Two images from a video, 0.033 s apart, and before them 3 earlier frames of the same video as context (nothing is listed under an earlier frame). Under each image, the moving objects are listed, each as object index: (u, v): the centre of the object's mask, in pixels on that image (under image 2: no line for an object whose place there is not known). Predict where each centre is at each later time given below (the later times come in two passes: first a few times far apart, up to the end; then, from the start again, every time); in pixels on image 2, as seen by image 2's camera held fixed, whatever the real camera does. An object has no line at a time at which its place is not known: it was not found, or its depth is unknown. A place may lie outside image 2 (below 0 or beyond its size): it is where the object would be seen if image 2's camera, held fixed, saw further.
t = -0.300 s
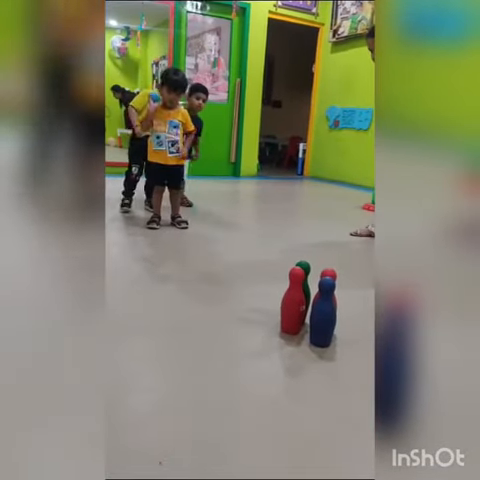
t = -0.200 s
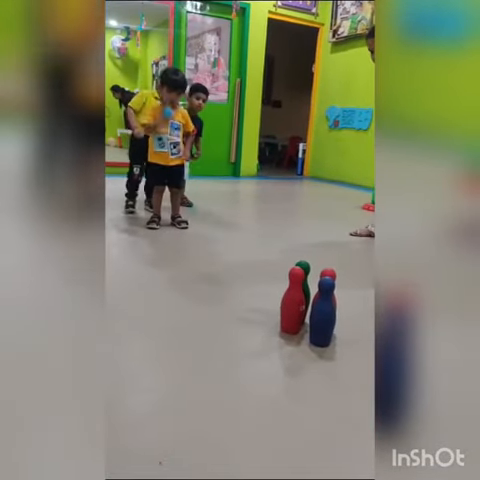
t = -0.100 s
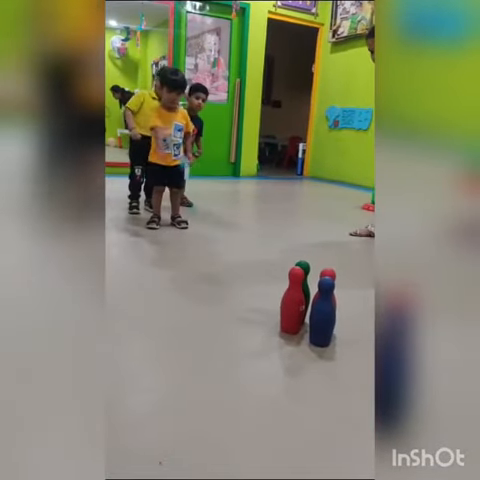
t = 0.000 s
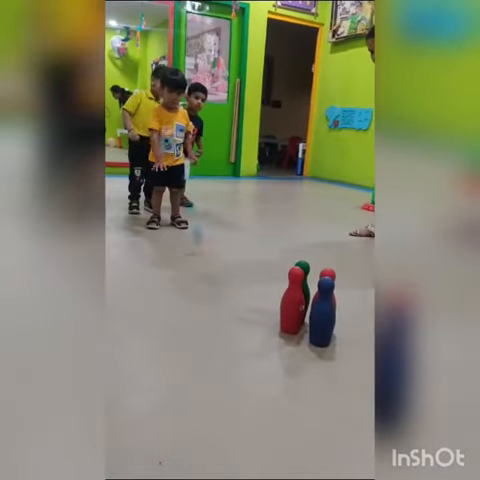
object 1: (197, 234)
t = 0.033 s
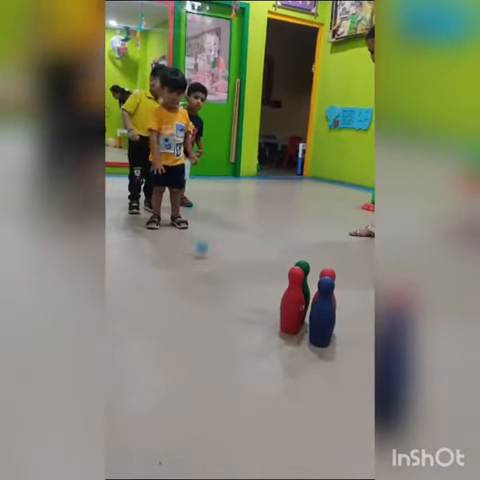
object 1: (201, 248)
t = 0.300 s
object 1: (238, 177)
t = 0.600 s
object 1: (275, 289)
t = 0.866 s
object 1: (269, 237)
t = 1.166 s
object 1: (246, 280)
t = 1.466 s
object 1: (246, 313)
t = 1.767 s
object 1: (238, 316)
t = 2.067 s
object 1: (228, 326)
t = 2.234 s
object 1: (225, 328)
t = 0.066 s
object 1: (206, 232)
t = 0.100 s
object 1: (210, 218)
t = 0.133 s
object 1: (215, 206)
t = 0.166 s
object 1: (219, 197)
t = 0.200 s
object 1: (224, 189)
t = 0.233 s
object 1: (229, 182)
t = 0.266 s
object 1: (233, 178)
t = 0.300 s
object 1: (238, 177)
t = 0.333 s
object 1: (242, 179)
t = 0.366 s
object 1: (247, 183)
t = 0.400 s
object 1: (253, 190)
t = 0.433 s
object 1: (257, 199)
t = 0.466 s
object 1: (261, 211)
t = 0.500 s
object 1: (265, 226)
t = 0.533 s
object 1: (269, 245)
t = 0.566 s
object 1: (273, 265)
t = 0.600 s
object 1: (275, 289)
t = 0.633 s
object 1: (278, 294)
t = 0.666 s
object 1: (282, 279)
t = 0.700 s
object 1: (281, 266)
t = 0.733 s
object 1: (280, 254)
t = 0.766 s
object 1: (277, 246)
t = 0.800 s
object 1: (275, 240)
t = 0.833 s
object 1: (272, 237)
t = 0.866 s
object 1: (269, 237)
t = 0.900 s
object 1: (266, 240)
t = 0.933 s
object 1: (262, 246)
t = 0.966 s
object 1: (258, 256)
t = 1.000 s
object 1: (254, 267)
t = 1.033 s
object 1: (250, 282)
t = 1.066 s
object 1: (246, 300)
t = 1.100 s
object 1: (244, 306)
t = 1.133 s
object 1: (245, 292)
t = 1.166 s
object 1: (246, 280)
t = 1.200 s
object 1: (247, 271)
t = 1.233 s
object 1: (247, 265)
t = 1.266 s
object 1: (248, 263)
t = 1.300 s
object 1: (248, 263)
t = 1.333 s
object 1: (248, 266)
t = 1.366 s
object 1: (248, 272)
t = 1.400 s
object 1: (248, 283)
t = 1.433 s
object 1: (247, 297)
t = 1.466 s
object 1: (246, 313)
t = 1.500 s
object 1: (246, 333)
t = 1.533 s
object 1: (246, 325)
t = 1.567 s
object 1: (246, 312)
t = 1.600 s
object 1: (246, 302)
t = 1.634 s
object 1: (245, 296)
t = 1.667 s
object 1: (244, 293)
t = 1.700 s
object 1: (243, 293)
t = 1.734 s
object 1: (242, 298)
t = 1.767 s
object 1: (238, 316)
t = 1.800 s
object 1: (237, 330)
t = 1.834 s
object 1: (235, 343)
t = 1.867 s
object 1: (234, 332)
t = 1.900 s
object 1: (234, 322)
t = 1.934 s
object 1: (233, 316)
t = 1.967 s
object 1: (232, 313)
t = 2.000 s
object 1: (231, 314)
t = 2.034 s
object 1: (230, 318)
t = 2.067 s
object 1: (228, 326)
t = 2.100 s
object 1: (226, 337)
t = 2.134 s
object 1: (224, 346)
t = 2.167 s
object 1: (224, 337)
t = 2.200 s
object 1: (225, 331)
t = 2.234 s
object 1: (225, 328)
